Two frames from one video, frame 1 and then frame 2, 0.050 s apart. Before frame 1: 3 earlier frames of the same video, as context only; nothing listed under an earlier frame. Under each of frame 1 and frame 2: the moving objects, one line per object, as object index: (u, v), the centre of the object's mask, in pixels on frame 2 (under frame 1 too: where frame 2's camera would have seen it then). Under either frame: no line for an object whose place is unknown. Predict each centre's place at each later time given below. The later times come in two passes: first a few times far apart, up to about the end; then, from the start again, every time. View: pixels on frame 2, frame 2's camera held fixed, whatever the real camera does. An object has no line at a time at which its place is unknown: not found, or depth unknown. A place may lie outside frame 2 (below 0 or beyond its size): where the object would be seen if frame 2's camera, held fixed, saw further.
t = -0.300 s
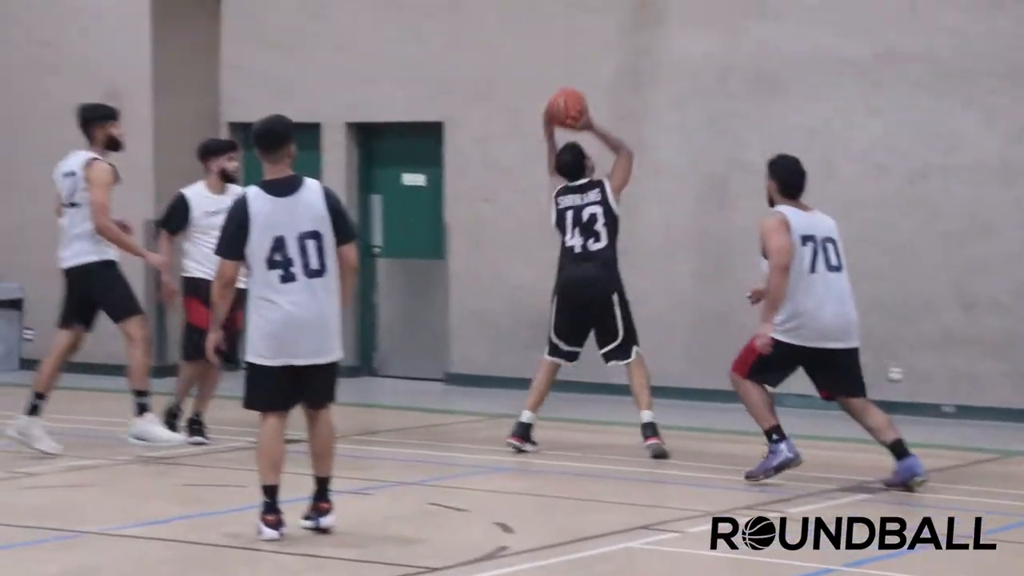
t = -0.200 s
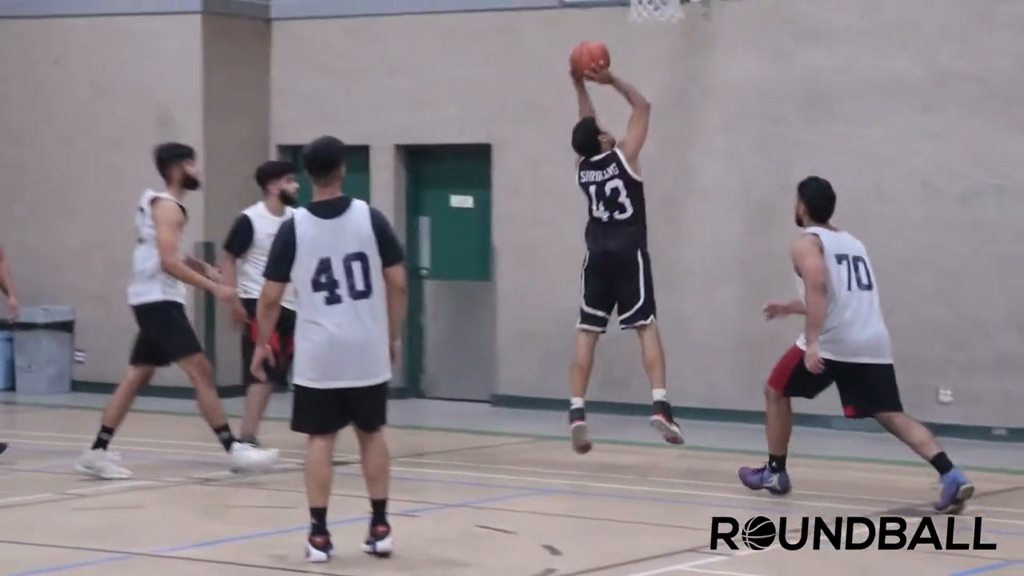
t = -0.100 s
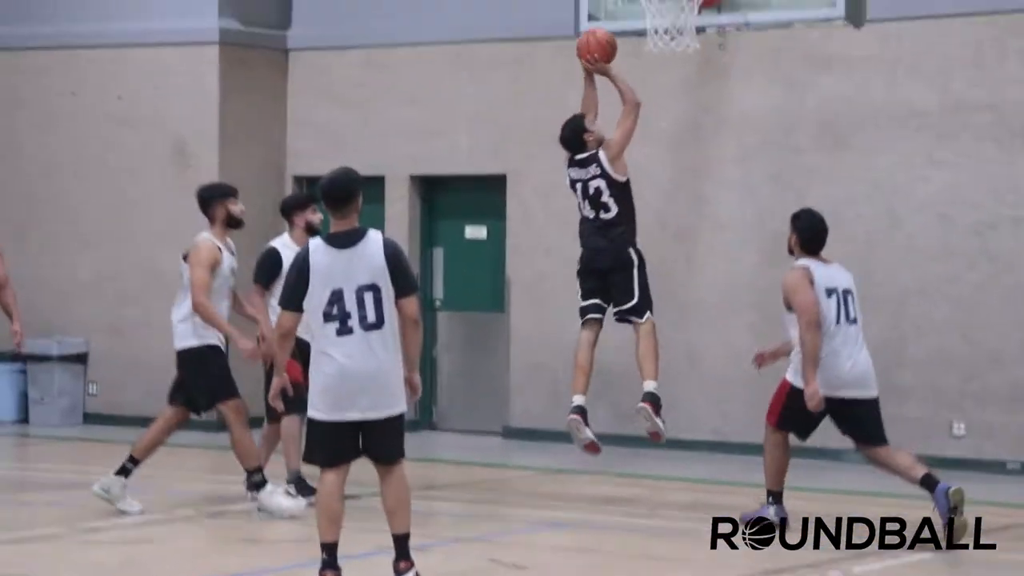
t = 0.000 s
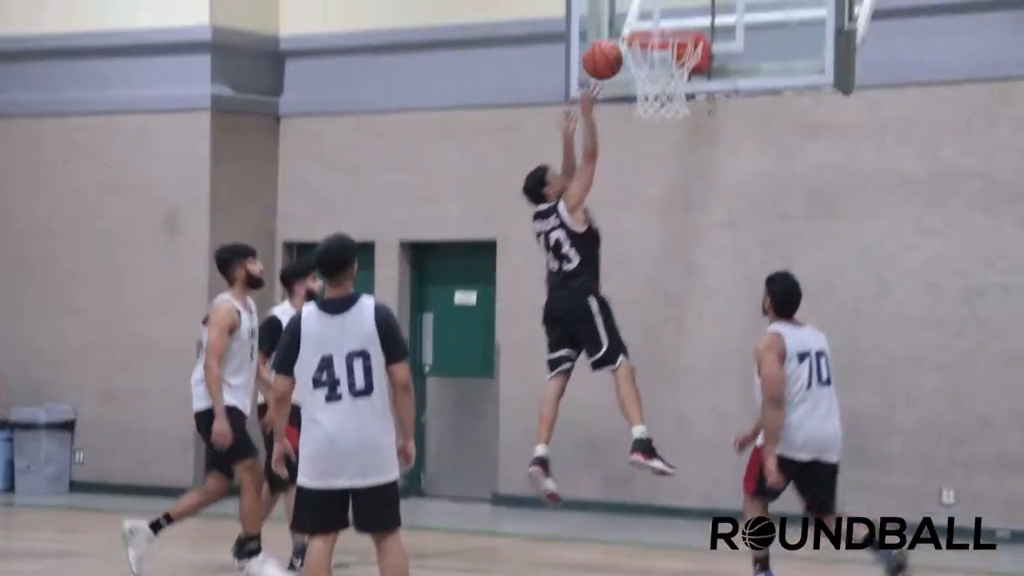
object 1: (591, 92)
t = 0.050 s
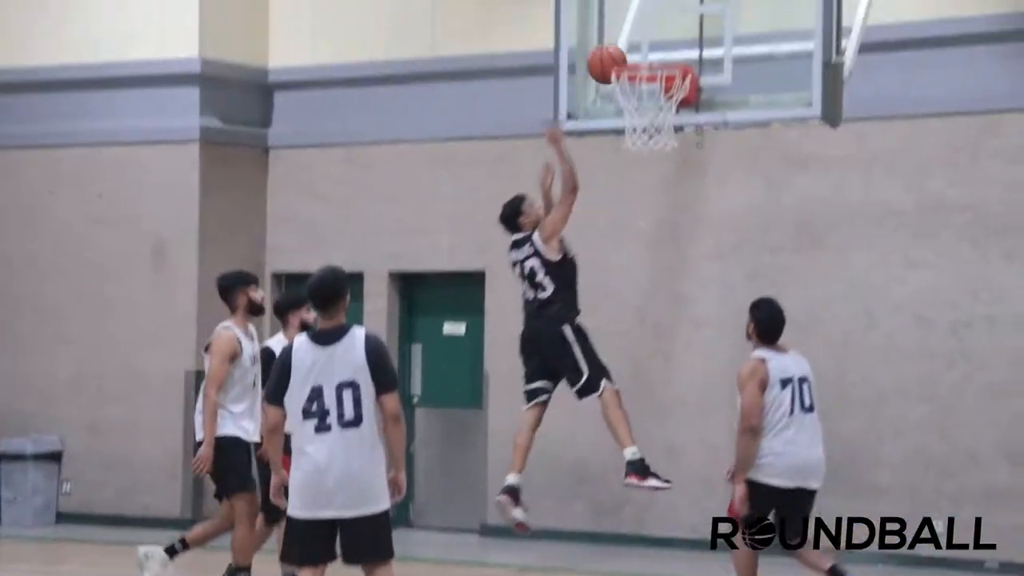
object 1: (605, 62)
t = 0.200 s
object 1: (626, 20)
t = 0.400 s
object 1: (639, 28)
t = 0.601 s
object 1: (657, 86)
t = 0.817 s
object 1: (652, 135)
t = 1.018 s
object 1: (643, 227)
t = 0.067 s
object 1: (611, 54)
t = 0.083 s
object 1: (617, 47)
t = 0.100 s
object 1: (621, 41)
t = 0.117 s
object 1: (622, 37)
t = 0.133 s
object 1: (623, 33)
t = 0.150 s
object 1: (623, 29)
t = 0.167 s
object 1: (625, 25)
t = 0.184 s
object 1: (625, 23)
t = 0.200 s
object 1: (626, 20)
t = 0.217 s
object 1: (628, 18)
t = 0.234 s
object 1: (628, 17)
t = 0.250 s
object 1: (630, 15)
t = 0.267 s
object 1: (631, 15)
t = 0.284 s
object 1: (632, 14)
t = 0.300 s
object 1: (633, 15)
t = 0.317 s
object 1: (634, 16)
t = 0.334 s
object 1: (635, 17)
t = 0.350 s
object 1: (636, 19)
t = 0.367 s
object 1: (637, 22)
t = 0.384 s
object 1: (638, 24)
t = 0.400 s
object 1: (639, 28)
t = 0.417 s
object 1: (640, 32)
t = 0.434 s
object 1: (641, 36)
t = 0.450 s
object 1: (642, 41)
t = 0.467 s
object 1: (643, 46)
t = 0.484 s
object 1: (644, 49)
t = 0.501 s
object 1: (645, 52)
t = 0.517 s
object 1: (647, 58)
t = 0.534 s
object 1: (646, 65)
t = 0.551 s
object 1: (650, 70)
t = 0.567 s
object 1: (653, 75)
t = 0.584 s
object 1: (657, 83)
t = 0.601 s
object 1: (657, 86)
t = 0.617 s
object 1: (656, 90)
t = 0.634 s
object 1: (657, 93)
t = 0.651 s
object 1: (657, 95)
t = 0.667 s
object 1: (656, 98)
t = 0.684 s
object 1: (658, 102)
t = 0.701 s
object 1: (657, 105)
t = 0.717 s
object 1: (656, 110)
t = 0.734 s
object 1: (656, 113)
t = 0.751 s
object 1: (656, 116)
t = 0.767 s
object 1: (653, 121)
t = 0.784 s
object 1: (653, 130)
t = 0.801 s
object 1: (653, 133)
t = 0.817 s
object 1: (652, 135)
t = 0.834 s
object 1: (652, 139)
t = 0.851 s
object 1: (651, 144)
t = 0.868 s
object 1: (651, 149)
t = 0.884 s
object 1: (650, 156)
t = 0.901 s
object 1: (649, 164)
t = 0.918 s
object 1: (648, 171)
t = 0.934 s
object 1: (647, 179)
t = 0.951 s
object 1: (647, 188)
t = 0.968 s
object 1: (646, 197)
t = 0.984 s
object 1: (645, 207)
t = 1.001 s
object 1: (644, 217)
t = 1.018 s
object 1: (643, 227)
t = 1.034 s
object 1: (642, 238)
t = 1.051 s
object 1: (641, 250)
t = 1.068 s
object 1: (640, 262)
